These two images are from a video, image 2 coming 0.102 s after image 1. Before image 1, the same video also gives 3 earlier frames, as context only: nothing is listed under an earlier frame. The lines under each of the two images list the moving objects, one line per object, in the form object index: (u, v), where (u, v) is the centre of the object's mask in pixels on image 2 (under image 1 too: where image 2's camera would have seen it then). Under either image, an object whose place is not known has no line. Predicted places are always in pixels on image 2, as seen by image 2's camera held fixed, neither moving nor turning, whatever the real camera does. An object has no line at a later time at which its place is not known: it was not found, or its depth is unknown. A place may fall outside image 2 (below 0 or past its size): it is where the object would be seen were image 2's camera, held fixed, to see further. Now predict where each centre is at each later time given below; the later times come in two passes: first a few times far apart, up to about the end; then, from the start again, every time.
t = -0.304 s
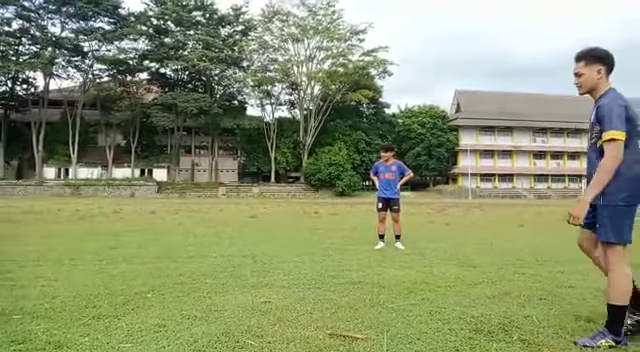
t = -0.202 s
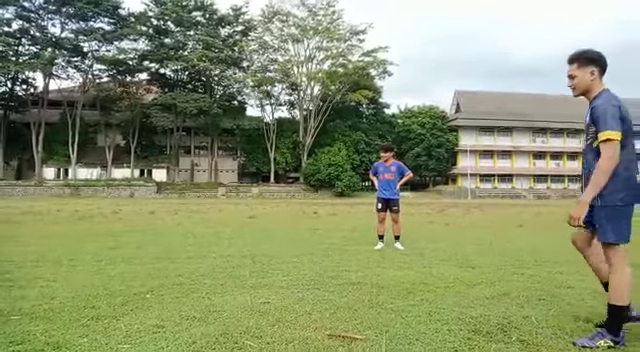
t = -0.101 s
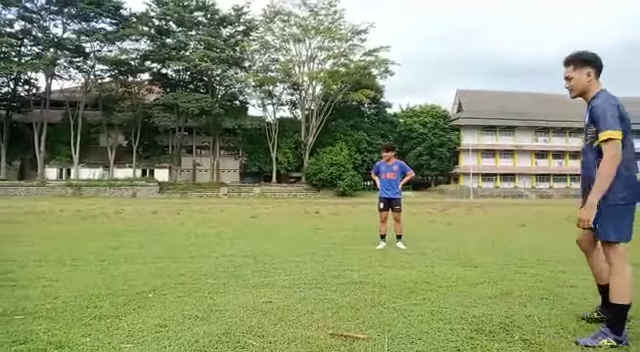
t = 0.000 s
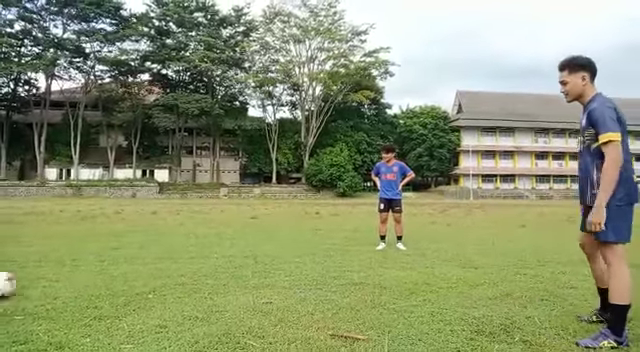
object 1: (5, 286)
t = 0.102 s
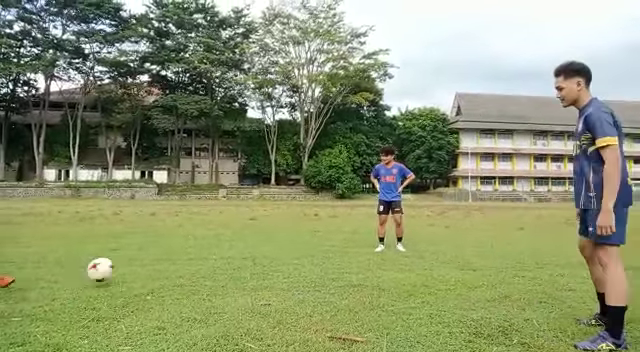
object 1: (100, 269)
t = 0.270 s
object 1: (219, 263)
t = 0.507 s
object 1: (313, 252)
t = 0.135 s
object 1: (129, 267)
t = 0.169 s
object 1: (155, 266)
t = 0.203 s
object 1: (179, 266)
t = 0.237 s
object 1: (201, 266)
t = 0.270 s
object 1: (219, 263)
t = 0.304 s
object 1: (236, 259)
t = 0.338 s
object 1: (250, 256)
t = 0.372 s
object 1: (263, 254)
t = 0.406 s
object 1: (277, 253)
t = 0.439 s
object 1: (290, 252)
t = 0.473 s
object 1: (302, 253)
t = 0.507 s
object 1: (313, 252)
